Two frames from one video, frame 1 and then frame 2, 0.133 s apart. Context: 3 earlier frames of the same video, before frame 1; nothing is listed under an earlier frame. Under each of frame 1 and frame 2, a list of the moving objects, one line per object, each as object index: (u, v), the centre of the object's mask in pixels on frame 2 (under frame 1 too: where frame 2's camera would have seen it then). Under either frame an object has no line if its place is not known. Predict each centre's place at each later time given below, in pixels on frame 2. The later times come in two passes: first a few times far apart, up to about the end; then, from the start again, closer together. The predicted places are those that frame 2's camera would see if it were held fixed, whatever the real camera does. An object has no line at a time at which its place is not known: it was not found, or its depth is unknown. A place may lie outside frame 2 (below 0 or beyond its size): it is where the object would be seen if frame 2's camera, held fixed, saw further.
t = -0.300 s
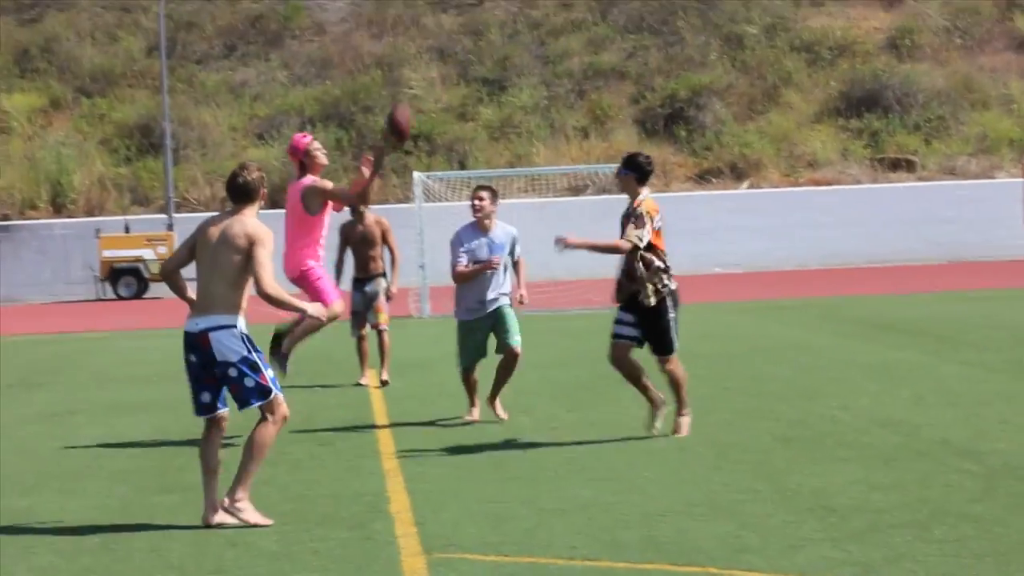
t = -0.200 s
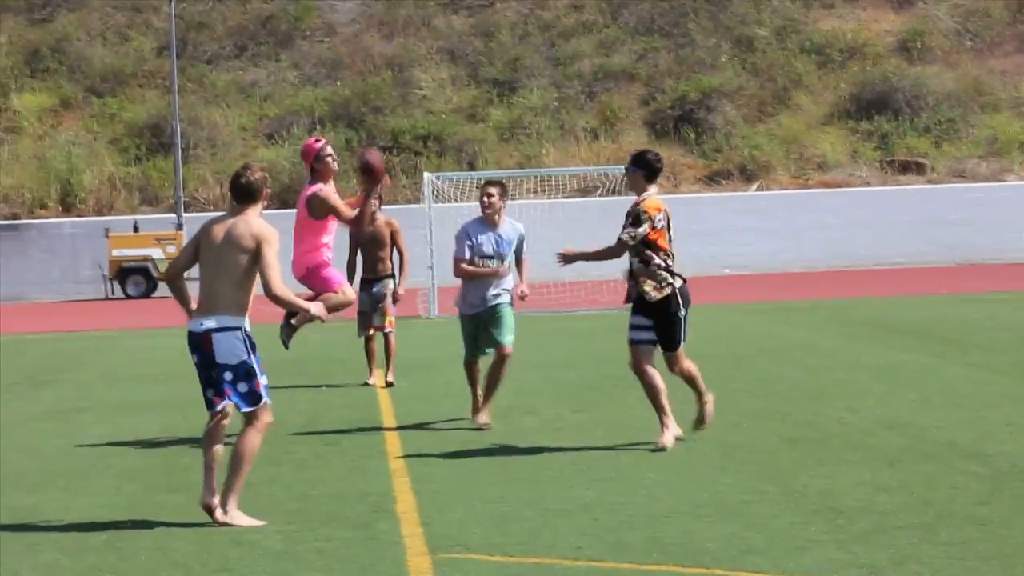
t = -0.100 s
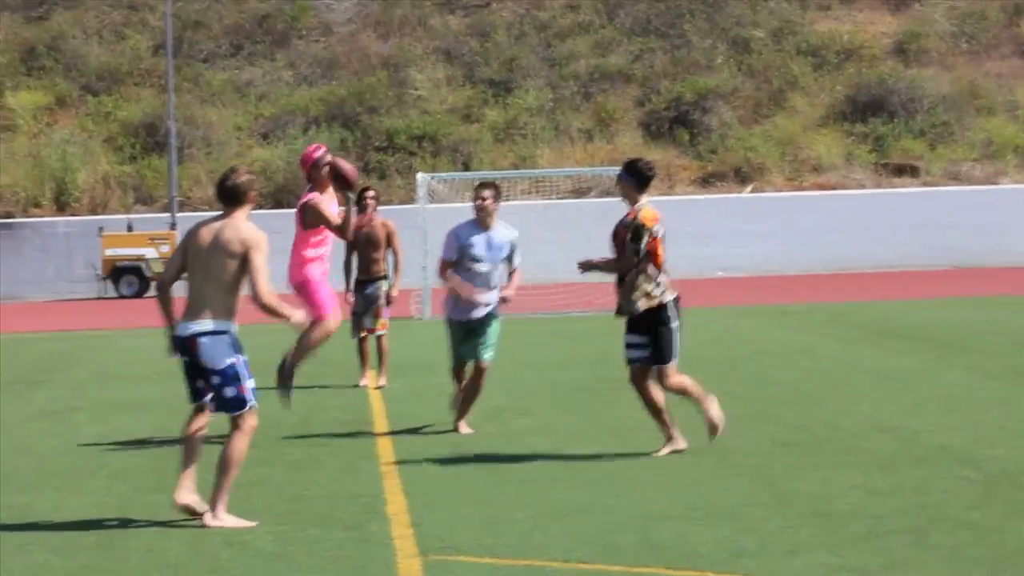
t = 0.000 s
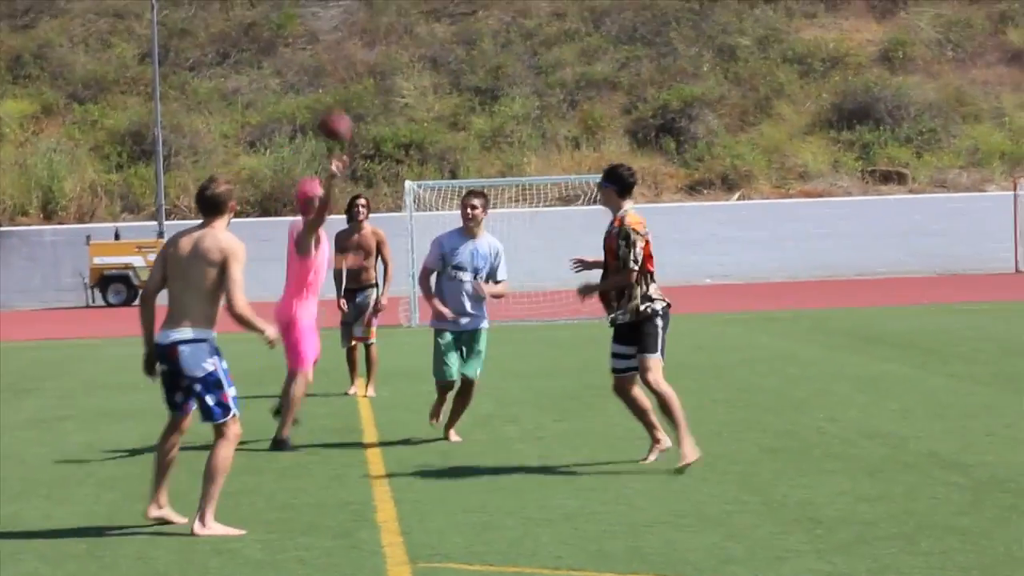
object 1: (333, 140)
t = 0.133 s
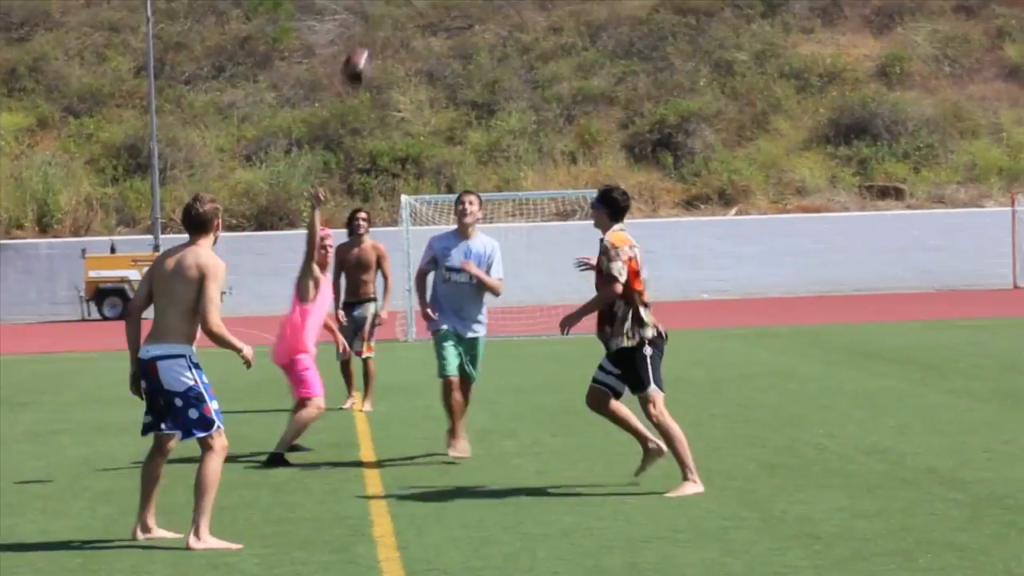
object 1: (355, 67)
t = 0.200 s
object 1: (369, 41)
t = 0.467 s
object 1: (428, 5)
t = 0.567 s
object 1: (447, 10)
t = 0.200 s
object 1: (369, 41)
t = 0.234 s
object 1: (376, 29)
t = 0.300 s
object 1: (391, 15)
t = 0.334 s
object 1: (396, 12)
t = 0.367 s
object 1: (404, 8)
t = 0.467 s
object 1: (428, 5)
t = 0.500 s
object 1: (435, 7)
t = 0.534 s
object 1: (441, 7)
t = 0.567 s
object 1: (447, 10)
